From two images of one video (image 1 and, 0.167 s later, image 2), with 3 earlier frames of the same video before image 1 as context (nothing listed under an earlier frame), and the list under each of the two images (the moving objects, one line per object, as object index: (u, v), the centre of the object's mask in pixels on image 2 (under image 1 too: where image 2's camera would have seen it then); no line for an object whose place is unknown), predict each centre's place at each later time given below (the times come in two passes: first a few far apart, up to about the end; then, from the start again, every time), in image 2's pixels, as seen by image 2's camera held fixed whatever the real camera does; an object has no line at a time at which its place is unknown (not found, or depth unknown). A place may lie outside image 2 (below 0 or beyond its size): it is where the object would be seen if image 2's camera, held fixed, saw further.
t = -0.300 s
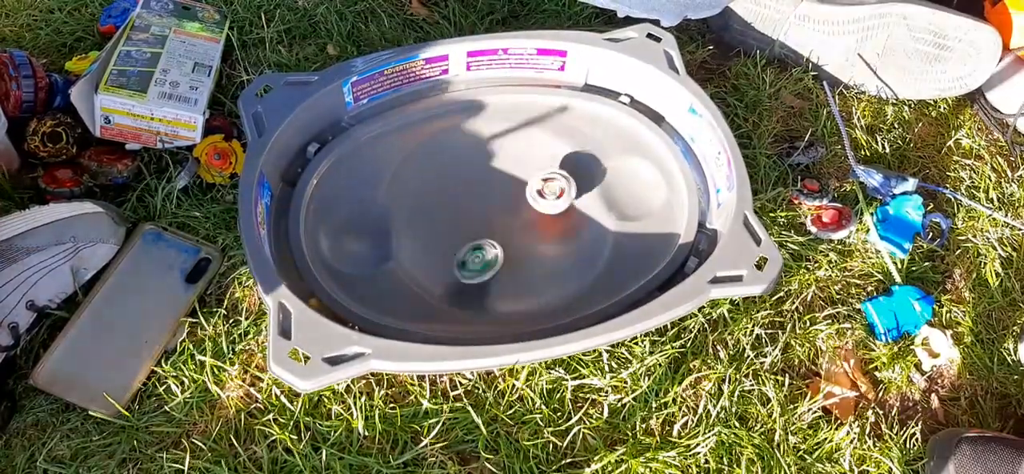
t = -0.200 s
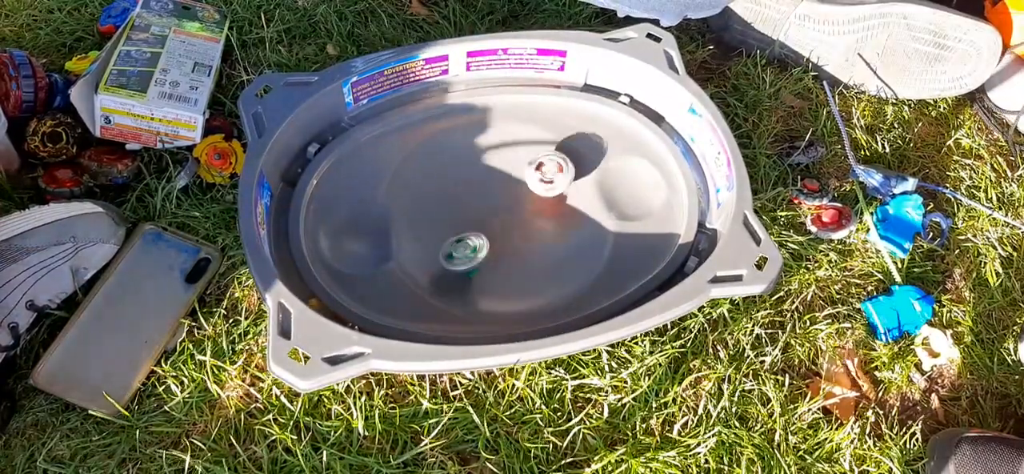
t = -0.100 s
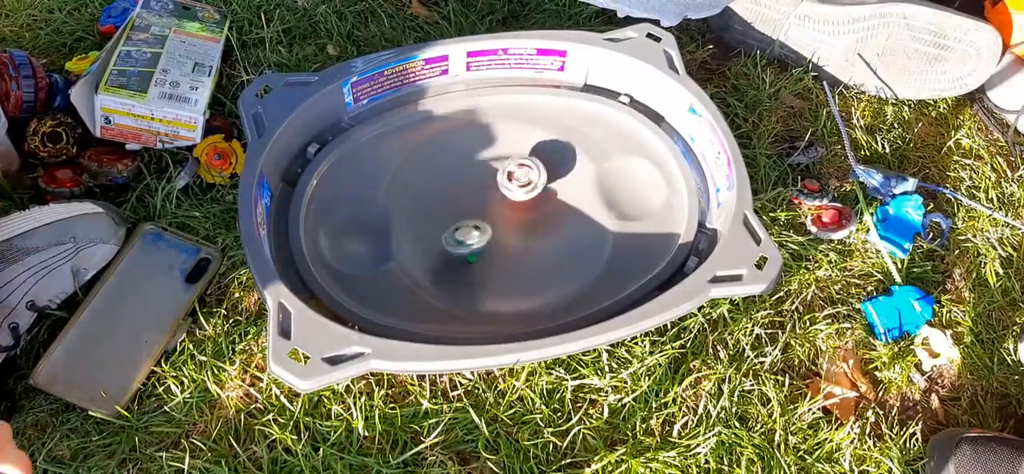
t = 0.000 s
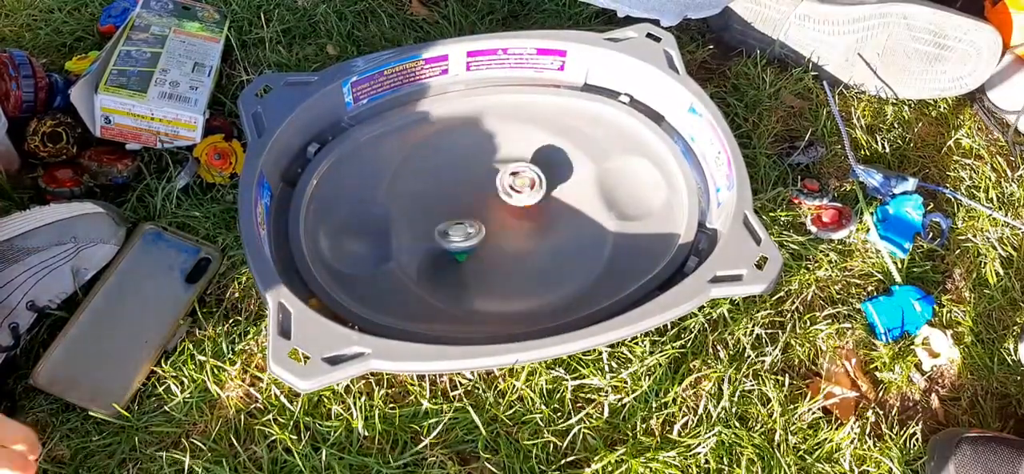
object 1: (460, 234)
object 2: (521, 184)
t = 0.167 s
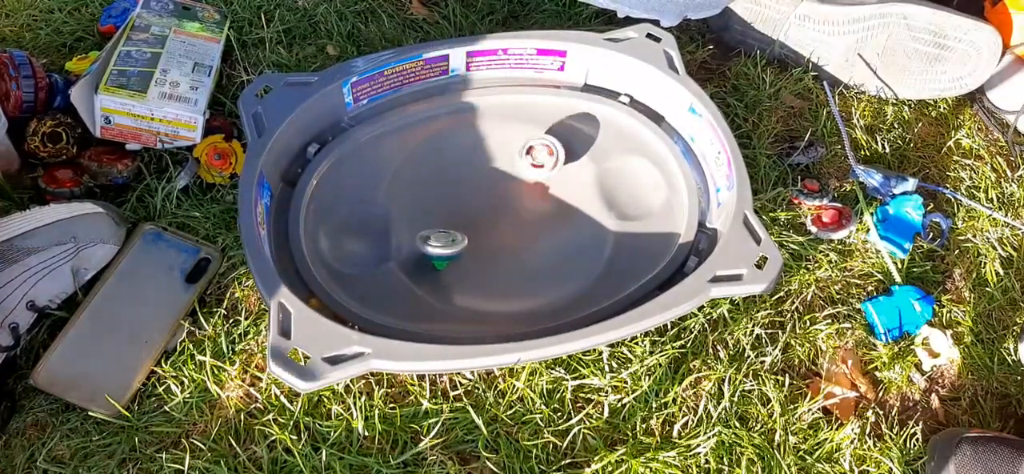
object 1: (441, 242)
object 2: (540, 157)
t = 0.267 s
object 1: (456, 231)
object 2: (520, 165)
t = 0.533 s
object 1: (454, 212)
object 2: (588, 193)
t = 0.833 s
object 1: (481, 191)
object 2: (640, 192)
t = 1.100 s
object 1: (508, 207)
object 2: (615, 182)
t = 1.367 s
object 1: (511, 222)
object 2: (526, 179)
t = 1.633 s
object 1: (515, 233)
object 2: (455, 165)
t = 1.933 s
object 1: (498, 224)
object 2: (459, 222)
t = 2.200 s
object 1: (546, 233)
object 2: (438, 219)
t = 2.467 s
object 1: (531, 213)
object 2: (465, 209)
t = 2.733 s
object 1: (555, 208)
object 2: (440, 170)
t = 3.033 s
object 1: (533, 198)
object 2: (459, 178)
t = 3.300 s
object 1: (542, 216)
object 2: (461, 201)
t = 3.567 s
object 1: (520, 218)
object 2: (462, 202)
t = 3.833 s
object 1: (507, 228)
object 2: (478, 186)
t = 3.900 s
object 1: (503, 234)
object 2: (478, 184)
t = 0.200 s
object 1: (445, 239)
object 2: (535, 156)
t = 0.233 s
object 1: (450, 235)
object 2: (527, 158)
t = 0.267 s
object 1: (456, 231)
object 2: (520, 165)
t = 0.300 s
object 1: (462, 227)
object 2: (514, 173)
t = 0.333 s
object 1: (467, 223)
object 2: (510, 183)
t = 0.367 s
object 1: (473, 222)
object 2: (508, 192)
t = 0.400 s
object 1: (473, 217)
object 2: (518, 195)
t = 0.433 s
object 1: (465, 215)
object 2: (539, 194)
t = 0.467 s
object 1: (457, 216)
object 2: (561, 198)
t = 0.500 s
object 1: (453, 214)
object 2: (577, 195)
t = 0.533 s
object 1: (454, 212)
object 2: (588, 193)
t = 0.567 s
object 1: (454, 209)
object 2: (596, 191)
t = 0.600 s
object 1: (456, 205)
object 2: (603, 191)
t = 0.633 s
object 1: (457, 201)
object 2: (607, 191)
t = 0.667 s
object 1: (460, 198)
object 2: (615, 191)
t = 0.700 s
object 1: (463, 194)
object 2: (620, 193)
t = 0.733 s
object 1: (467, 193)
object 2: (626, 193)
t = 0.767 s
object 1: (471, 192)
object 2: (631, 194)
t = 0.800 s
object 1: (476, 191)
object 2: (636, 193)
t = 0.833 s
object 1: (481, 191)
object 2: (640, 192)
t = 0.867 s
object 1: (486, 191)
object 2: (642, 190)
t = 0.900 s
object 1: (491, 192)
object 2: (643, 188)
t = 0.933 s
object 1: (495, 194)
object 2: (643, 184)
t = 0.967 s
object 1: (499, 196)
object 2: (639, 182)
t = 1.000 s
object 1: (502, 198)
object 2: (631, 179)
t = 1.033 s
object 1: (505, 201)
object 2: (623, 179)
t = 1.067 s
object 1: (507, 203)
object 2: (618, 181)
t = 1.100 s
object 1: (508, 207)
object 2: (615, 182)
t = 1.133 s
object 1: (510, 209)
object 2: (610, 182)
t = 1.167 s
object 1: (510, 212)
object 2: (604, 182)
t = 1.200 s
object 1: (511, 213)
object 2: (591, 182)
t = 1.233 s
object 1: (511, 216)
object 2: (578, 184)
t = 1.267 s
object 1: (512, 217)
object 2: (565, 184)
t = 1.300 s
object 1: (511, 219)
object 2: (553, 184)
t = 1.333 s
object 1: (512, 220)
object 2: (539, 182)
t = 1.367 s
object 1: (511, 222)
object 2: (526, 179)
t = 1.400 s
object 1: (511, 223)
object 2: (515, 177)
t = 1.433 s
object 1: (511, 225)
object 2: (505, 174)
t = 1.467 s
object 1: (512, 227)
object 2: (497, 172)
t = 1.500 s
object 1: (512, 228)
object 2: (488, 169)
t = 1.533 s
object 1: (514, 229)
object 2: (480, 167)
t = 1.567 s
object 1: (515, 231)
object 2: (471, 166)
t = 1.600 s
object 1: (516, 232)
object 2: (463, 165)
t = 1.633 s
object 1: (515, 233)
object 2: (455, 165)
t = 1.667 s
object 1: (515, 233)
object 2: (447, 167)
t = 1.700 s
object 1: (514, 234)
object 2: (440, 171)
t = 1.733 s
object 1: (512, 234)
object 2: (435, 178)
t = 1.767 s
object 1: (509, 233)
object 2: (434, 186)
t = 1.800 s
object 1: (507, 231)
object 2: (435, 194)
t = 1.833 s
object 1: (505, 230)
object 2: (438, 202)
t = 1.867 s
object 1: (502, 227)
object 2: (445, 210)
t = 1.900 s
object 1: (500, 226)
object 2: (451, 216)
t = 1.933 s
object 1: (498, 224)
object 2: (459, 222)
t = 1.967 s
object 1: (513, 227)
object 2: (442, 217)
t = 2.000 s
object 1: (530, 232)
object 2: (431, 213)
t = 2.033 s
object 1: (542, 234)
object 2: (424, 209)
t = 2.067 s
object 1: (550, 235)
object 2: (422, 208)
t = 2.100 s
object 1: (553, 236)
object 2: (425, 209)
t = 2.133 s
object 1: (553, 235)
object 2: (428, 211)
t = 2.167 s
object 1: (552, 235)
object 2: (433, 215)
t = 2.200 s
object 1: (546, 233)
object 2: (438, 219)
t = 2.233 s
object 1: (540, 230)
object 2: (447, 223)
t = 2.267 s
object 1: (533, 229)
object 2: (455, 225)
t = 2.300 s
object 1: (524, 227)
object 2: (464, 225)
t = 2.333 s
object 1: (524, 224)
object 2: (466, 224)
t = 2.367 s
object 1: (530, 222)
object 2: (461, 220)
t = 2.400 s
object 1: (532, 218)
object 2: (460, 216)
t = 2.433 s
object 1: (532, 216)
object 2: (463, 213)
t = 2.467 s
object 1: (531, 213)
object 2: (465, 209)
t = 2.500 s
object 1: (527, 211)
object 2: (467, 205)
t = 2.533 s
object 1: (522, 207)
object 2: (471, 201)
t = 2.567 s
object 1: (529, 207)
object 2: (465, 193)
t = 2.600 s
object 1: (542, 209)
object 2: (454, 184)
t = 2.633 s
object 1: (550, 209)
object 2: (446, 177)
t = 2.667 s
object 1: (554, 209)
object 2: (443, 174)
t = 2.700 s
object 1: (556, 209)
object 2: (441, 172)
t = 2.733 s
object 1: (555, 208)
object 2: (440, 170)
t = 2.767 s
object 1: (551, 206)
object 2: (440, 170)
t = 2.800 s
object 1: (546, 203)
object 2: (442, 169)
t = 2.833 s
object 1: (541, 200)
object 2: (446, 170)
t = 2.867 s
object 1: (534, 198)
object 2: (452, 172)
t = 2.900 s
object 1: (526, 194)
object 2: (459, 174)
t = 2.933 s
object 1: (519, 190)
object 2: (466, 177)
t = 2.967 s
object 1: (522, 191)
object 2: (465, 178)
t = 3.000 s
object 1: (530, 194)
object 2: (460, 177)
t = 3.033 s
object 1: (533, 198)
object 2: (459, 178)
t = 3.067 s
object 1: (533, 202)
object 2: (462, 183)
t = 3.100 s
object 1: (532, 204)
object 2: (465, 189)
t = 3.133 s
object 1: (529, 205)
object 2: (469, 194)
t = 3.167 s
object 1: (527, 206)
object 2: (473, 199)
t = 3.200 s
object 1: (525, 207)
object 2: (477, 203)
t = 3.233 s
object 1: (529, 209)
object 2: (472, 204)
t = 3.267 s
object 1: (538, 213)
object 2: (465, 203)
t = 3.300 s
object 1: (542, 216)
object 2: (461, 201)
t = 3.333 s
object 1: (542, 217)
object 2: (460, 201)
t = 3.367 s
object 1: (540, 218)
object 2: (461, 202)
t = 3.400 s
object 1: (538, 218)
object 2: (462, 202)
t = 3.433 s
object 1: (534, 218)
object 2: (462, 203)
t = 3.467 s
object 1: (531, 219)
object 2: (463, 204)
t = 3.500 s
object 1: (527, 219)
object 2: (462, 204)
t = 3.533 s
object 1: (523, 218)
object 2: (462, 203)
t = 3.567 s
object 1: (520, 218)
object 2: (462, 202)
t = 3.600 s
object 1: (516, 218)
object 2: (463, 201)
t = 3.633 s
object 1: (514, 218)
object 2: (466, 201)
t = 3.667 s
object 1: (511, 218)
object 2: (468, 200)
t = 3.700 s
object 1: (510, 220)
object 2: (472, 199)
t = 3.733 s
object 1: (511, 224)
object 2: (472, 191)
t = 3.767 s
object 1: (511, 227)
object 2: (474, 186)
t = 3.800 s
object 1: (509, 228)
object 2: (476, 185)
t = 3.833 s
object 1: (507, 228)
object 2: (478, 186)
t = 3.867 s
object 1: (504, 227)
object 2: (480, 189)
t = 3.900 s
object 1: (503, 234)
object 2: (478, 184)
